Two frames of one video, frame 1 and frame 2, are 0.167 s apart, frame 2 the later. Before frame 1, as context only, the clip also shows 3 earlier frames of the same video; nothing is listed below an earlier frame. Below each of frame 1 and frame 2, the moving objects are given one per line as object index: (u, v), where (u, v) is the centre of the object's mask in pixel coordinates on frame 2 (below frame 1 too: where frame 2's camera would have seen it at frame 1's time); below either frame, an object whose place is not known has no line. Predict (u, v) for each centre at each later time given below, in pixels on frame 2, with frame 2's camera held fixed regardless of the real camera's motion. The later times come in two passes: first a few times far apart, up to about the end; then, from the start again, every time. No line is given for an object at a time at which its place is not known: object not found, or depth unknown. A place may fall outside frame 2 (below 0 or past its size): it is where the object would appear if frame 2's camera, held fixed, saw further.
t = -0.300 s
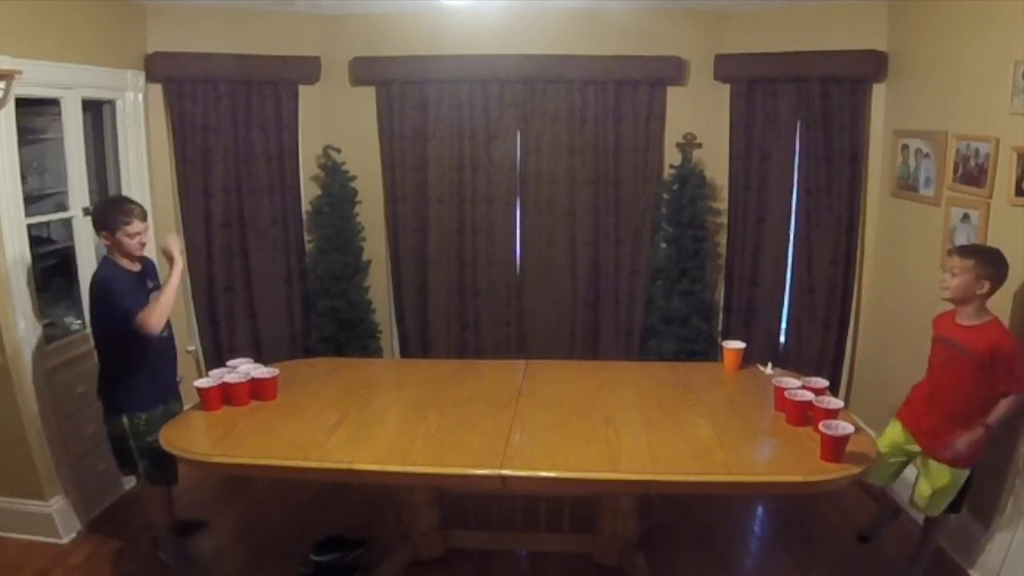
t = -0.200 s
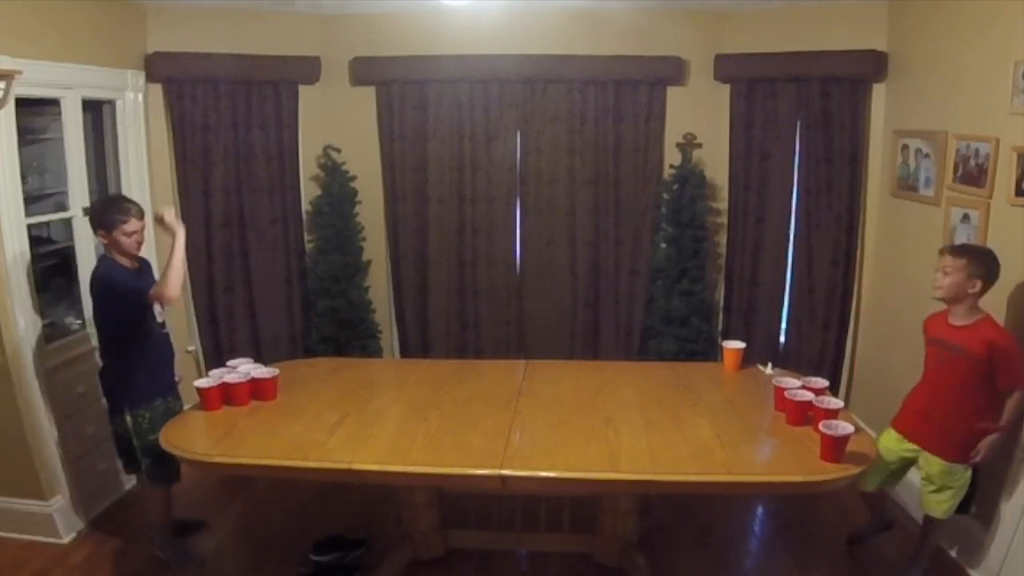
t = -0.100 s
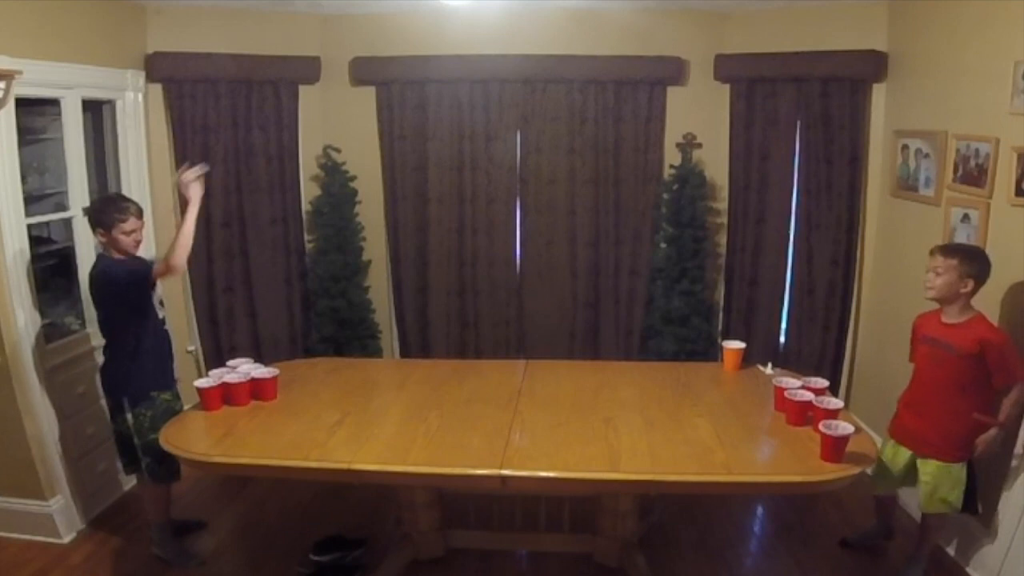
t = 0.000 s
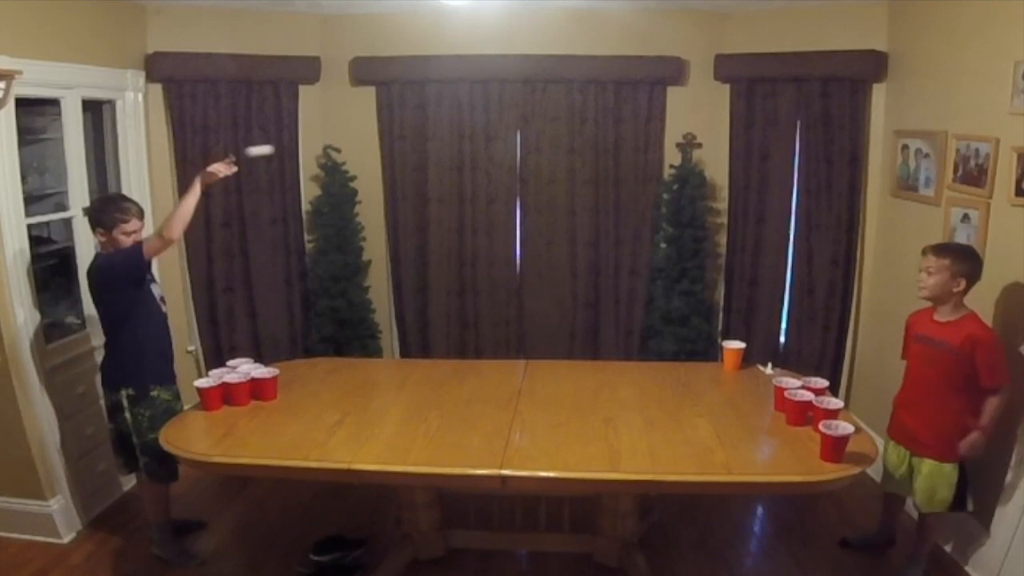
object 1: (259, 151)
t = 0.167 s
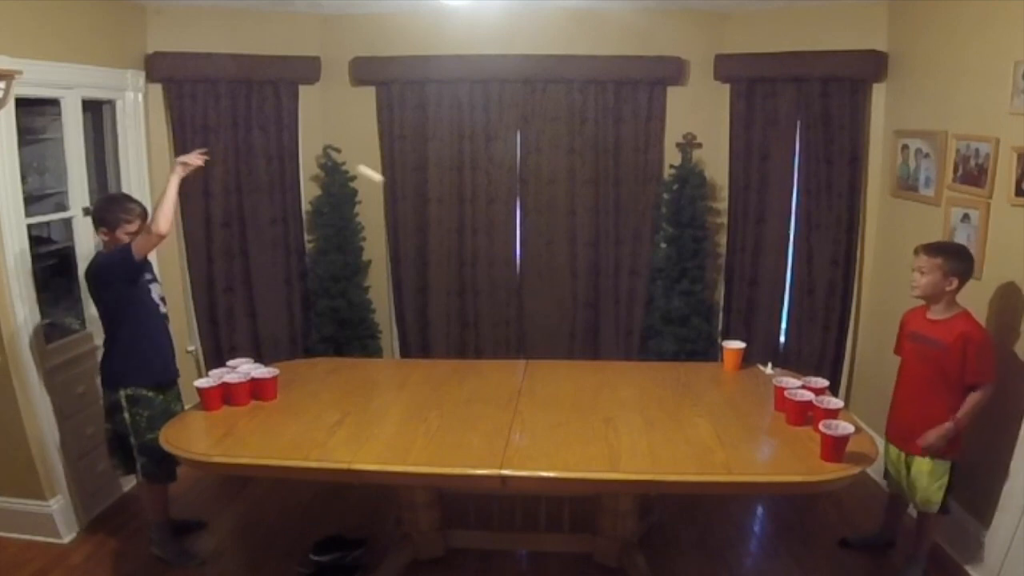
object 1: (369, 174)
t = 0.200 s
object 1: (392, 189)
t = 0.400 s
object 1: (515, 334)
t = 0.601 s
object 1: (597, 315)
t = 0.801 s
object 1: (667, 254)
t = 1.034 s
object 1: (735, 323)
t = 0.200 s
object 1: (392, 189)
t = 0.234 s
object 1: (413, 206)
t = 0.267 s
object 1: (434, 225)
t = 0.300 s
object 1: (456, 249)
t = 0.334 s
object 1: (476, 275)
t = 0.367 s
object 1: (496, 303)
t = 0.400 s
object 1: (515, 334)
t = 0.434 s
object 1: (533, 365)
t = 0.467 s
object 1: (550, 396)
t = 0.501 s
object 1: (564, 386)
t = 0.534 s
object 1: (575, 357)
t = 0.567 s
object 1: (586, 336)
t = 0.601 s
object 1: (597, 315)
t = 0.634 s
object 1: (609, 297)
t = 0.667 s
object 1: (620, 282)
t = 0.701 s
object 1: (631, 270)
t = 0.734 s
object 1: (643, 261)
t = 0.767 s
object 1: (655, 256)
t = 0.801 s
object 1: (667, 254)
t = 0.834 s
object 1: (680, 253)
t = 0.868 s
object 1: (688, 257)
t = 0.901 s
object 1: (698, 265)
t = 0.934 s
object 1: (708, 274)
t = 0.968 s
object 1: (718, 288)
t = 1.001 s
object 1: (727, 304)
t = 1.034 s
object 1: (735, 323)
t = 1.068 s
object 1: (742, 342)
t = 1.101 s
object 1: (749, 365)
